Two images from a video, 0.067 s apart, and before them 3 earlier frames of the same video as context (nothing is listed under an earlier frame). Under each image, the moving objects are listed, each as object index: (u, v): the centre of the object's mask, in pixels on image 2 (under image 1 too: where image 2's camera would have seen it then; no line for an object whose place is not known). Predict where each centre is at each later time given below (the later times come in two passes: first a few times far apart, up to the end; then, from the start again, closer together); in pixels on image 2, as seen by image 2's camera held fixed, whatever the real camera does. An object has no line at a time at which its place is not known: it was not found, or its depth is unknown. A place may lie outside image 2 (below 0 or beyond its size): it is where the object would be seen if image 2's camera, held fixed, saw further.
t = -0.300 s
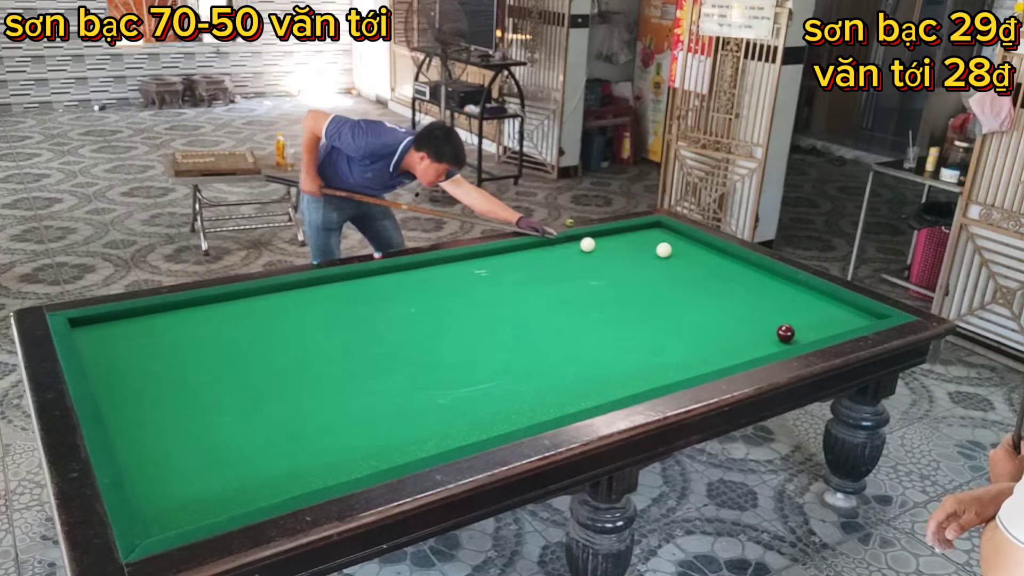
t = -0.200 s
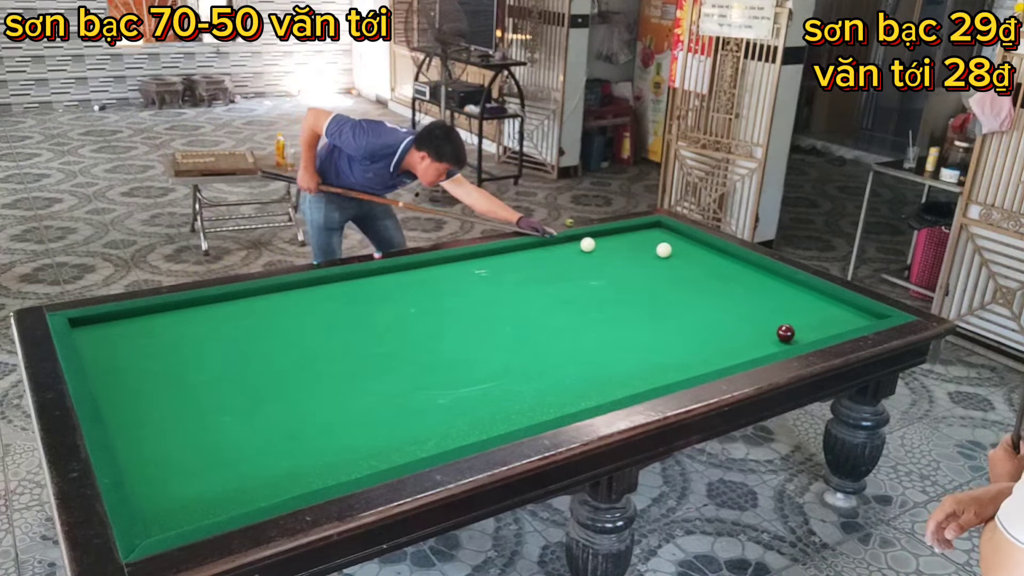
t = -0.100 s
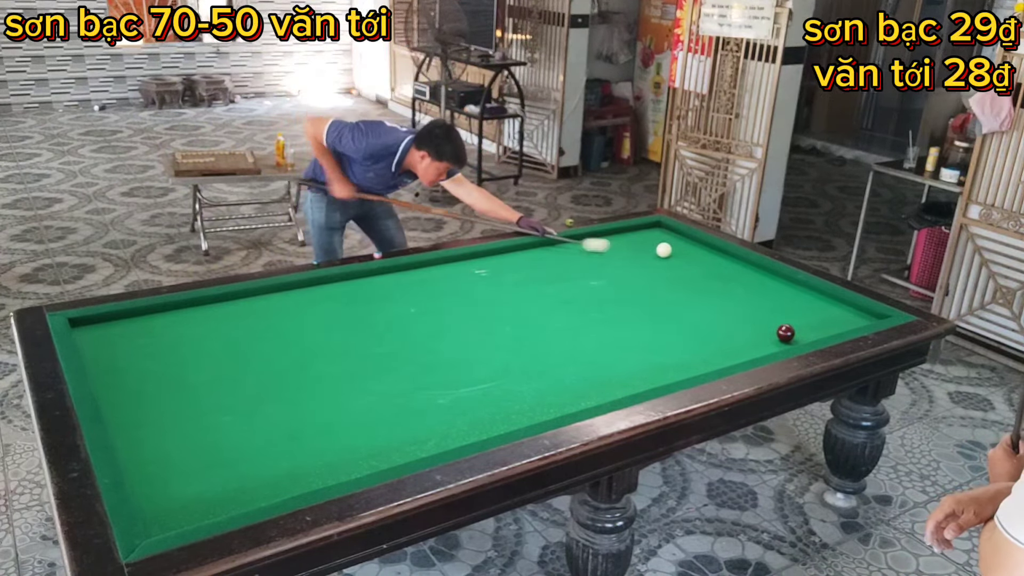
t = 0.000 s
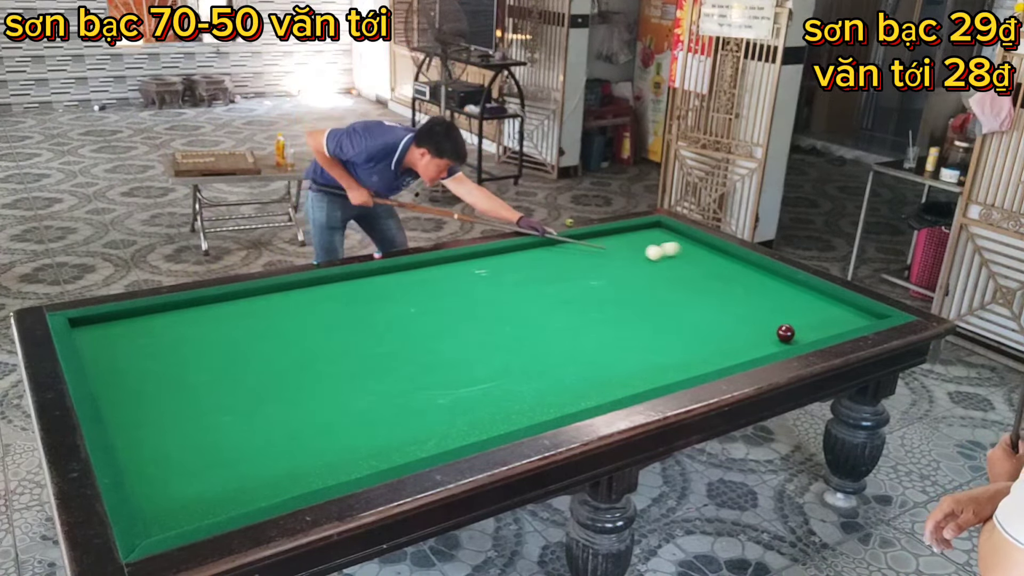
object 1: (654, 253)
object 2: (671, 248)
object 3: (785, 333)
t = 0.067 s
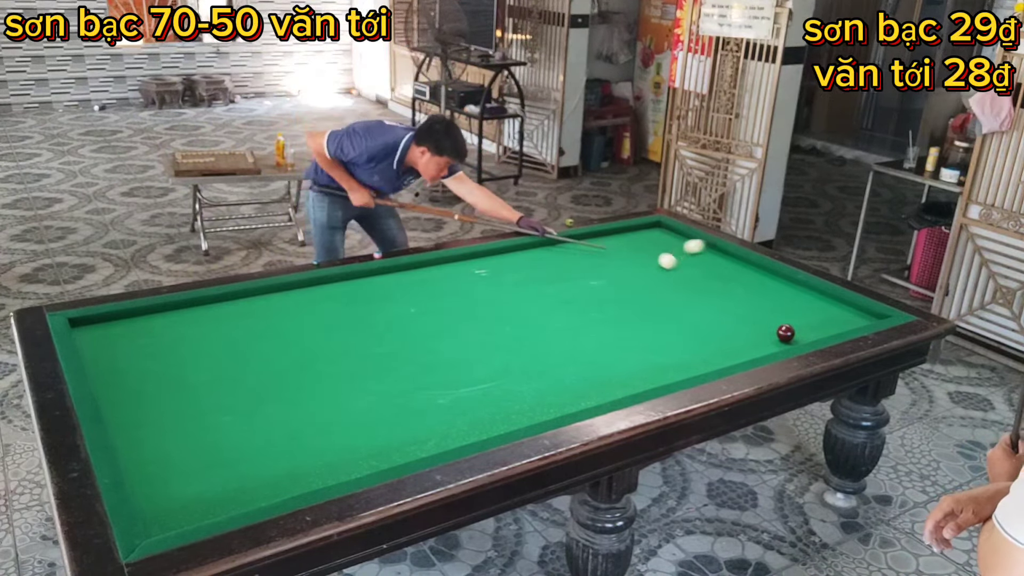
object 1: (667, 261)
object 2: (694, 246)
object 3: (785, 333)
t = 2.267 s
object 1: (543, 261)
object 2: (296, 337)
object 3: (746, 353)
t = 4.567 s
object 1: (549, 294)
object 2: (312, 341)
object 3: (713, 364)
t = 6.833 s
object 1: (584, 328)
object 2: (495, 307)
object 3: (711, 365)
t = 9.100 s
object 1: (595, 339)
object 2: (589, 288)
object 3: (711, 365)
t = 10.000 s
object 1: (595, 339)
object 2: (606, 284)
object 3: (711, 365)
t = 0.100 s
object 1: (674, 265)
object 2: (705, 245)
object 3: (786, 333)
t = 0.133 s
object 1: (681, 269)
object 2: (703, 246)
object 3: (785, 333)
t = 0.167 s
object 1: (688, 273)
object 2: (697, 247)
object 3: (785, 333)
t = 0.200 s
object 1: (696, 277)
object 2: (691, 248)
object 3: (785, 333)
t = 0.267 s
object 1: (711, 285)
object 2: (680, 251)
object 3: (786, 333)
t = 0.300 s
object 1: (719, 289)
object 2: (674, 252)
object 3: (786, 333)
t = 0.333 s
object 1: (728, 293)
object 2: (669, 253)
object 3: (785, 333)
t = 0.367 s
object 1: (736, 297)
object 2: (664, 255)
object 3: (786, 333)
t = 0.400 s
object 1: (745, 302)
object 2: (659, 256)
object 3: (785, 333)
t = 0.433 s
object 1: (753, 306)
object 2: (654, 257)
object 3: (786, 333)
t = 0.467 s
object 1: (762, 311)
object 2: (648, 258)
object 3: (785, 333)
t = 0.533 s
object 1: (780, 319)
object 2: (638, 261)
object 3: (786, 333)
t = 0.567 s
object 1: (791, 323)
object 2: (632, 262)
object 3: (786, 333)
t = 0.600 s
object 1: (802, 330)
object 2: (627, 263)
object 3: (785, 334)
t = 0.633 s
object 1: (811, 333)
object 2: (622, 264)
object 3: (784, 334)
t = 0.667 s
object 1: (813, 334)
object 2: (616, 266)
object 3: (783, 334)
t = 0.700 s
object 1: (804, 332)
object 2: (611, 267)
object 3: (782, 335)
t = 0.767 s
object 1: (787, 326)
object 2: (599, 270)
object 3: (781, 336)
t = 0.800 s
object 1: (777, 323)
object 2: (594, 271)
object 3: (780, 336)
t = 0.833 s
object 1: (770, 322)
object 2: (588, 272)
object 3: (779, 337)
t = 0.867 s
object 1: (764, 321)
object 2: (582, 273)
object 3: (778, 337)
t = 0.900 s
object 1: (757, 319)
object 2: (577, 275)
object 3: (777, 338)
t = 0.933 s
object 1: (751, 318)
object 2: (571, 276)
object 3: (776, 338)
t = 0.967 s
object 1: (745, 316)
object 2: (565, 277)
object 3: (776, 339)
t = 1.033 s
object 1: (733, 313)
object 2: (553, 280)
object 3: (774, 339)
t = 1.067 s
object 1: (726, 311)
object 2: (547, 281)
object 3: (773, 340)
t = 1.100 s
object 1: (720, 309)
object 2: (541, 283)
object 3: (772, 340)
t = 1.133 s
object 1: (714, 308)
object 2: (535, 284)
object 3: (772, 341)
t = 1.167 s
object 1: (708, 306)
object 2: (529, 285)
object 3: (771, 341)
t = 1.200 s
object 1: (703, 305)
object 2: (523, 287)
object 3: (770, 342)
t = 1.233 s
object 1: (697, 303)
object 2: (517, 288)
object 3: (769, 342)
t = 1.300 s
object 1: (685, 300)
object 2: (504, 291)
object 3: (768, 343)
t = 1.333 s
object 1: (680, 298)
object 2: (498, 293)
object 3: (767, 343)
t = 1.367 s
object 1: (674, 297)
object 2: (491, 294)
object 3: (766, 344)
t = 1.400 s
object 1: (669, 295)
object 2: (485, 295)
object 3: (765, 344)
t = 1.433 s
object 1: (663, 294)
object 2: (478, 297)
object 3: (764, 345)
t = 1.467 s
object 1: (658, 292)
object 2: (472, 298)
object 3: (764, 345)
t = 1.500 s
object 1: (652, 291)
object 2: (465, 300)
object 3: (763, 345)
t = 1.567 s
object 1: (642, 288)
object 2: (452, 303)
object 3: (762, 346)
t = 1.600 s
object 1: (637, 286)
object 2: (445, 304)
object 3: (761, 347)
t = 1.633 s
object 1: (632, 285)
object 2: (438, 306)
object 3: (760, 347)
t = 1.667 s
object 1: (627, 284)
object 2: (431, 307)
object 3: (759, 347)
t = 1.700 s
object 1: (622, 282)
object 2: (424, 309)
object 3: (759, 348)
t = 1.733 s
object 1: (617, 281)
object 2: (417, 310)
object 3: (758, 348)
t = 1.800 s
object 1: (607, 278)
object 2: (403, 313)
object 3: (757, 348)
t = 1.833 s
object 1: (602, 277)
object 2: (396, 315)
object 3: (756, 349)
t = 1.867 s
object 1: (597, 276)
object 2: (388, 317)
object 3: (755, 349)
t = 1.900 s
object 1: (592, 274)
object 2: (381, 318)
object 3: (754, 349)
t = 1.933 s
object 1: (587, 273)
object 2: (373, 320)
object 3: (754, 350)
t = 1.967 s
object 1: (583, 272)
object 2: (366, 322)
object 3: (753, 350)
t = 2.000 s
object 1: (578, 270)
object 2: (358, 323)
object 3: (752, 350)
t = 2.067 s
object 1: (569, 268)
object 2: (343, 327)
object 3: (751, 351)
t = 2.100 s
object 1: (565, 267)
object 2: (335, 329)
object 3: (750, 351)
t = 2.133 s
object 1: (560, 266)
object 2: (328, 330)
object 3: (749, 351)
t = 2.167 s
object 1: (556, 264)
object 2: (320, 332)
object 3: (749, 352)
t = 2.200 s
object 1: (551, 263)
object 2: (312, 334)
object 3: (748, 352)
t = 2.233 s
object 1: (547, 262)
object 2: (304, 336)
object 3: (747, 352)
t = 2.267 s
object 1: (543, 261)
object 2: (296, 337)
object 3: (746, 353)
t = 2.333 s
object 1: (534, 259)
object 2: (279, 341)
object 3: (745, 353)
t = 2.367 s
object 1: (530, 258)
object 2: (271, 343)
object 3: (744, 353)
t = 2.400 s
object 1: (526, 256)
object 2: (262, 344)
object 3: (744, 353)
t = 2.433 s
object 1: (522, 255)
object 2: (254, 346)
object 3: (743, 354)
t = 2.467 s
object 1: (518, 254)
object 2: (246, 348)
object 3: (742, 354)
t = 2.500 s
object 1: (514, 253)
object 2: (237, 350)
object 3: (742, 354)
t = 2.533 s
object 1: (510, 252)
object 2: (228, 352)
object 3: (741, 355)
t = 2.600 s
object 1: (507, 252)
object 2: (211, 356)
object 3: (740, 355)
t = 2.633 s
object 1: (508, 253)
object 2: (202, 358)
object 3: (739, 355)
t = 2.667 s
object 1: (508, 254)
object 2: (193, 360)
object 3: (738, 356)
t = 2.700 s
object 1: (509, 254)
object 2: (184, 362)
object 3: (738, 356)
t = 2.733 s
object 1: (510, 255)
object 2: (174, 364)
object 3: (737, 356)
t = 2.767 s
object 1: (511, 256)
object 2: (164, 366)
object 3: (736, 356)
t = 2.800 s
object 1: (512, 257)
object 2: (154, 368)
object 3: (736, 356)
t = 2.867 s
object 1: (513, 258)
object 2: (135, 372)
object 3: (735, 357)
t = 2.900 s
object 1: (514, 259)
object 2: (126, 374)
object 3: (734, 357)
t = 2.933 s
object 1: (515, 260)
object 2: (116, 376)
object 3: (734, 357)
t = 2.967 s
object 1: (515, 260)
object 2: (106, 378)
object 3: (733, 358)
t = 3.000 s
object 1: (516, 261)
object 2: (101, 379)
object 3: (732, 358)
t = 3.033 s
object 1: (517, 262)
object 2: (108, 379)
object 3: (732, 358)
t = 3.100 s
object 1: (518, 263)
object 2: (120, 376)
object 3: (731, 358)
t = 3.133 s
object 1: (519, 264)
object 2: (125, 375)
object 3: (730, 359)
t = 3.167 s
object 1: (520, 265)
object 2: (130, 374)
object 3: (730, 359)
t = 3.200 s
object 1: (521, 266)
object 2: (135, 374)
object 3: (729, 359)
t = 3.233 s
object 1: (521, 266)
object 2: (141, 372)
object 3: (729, 359)
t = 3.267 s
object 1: (522, 267)
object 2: (146, 372)
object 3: (728, 359)
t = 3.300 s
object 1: (523, 268)
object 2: (151, 371)
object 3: (727, 359)
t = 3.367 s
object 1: (524, 269)
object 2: (161, 369)
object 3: (726, 360)
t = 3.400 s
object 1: (525, 270)
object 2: (166, 368)
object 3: (726, 360)
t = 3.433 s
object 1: (526, 271)
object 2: (171, 367)
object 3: (725, 360)
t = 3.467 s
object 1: (526, 271)
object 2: (176, 366)
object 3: (725, 360)
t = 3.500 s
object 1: (527, 272)
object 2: (180, 365)
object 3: (724, 360)
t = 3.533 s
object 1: (528, 273)
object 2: (184, 364)
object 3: (724, 360)
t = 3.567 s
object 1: (528, 274)
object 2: (189, 364)
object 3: (724, 361)
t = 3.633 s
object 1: (530, 275)
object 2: (199, 362)
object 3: (723, 361)
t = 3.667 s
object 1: (531, 276)
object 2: (204, 361)
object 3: (722, 361)
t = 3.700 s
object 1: (532, 277)
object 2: (208, 360)
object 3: (722, 361)
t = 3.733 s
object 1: (532, 277)
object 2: (212, 360)
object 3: (721, 361)
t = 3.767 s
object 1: (533, 278)
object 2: (217, 359)
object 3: (721, 362)
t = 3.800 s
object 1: (534, 279)
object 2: (221, 358)
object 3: (720, 362)
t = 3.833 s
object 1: (534, 279)
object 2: (226, 357)
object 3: (720, 362)
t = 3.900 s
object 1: (536, 281)
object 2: (234, 355)
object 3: (719, 362)
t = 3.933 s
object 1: (536, 281)
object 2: (239, 355)
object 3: (719, 362)
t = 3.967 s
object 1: (537, 282)
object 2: (243, 353)
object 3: (718, 362)
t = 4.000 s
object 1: (538, 283)
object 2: (247, 353)
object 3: (718, 363)
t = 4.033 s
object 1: (538, 284)
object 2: (251, 352)
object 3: (717, 363)
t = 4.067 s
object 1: (539, 284)
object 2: (255, 351)
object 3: (717, 363)
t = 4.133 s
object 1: (541, 285)
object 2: (263, 350)
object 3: (716, 363)
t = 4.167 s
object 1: (541, 286)
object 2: (267, 349)
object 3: (716, 363)
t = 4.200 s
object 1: (542, 287)
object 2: (271, 349)
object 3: (716, 363)
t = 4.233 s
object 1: (543, 287)
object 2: (275, 348)
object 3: (715, 363)
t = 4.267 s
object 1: (543, 288)
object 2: (279, 347)
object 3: (715, 364)
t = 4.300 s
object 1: (544, 289)
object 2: (282, 346)
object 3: (715, 364)
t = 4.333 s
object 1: (545, 289)
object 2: (286, 346)
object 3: (714, 364)
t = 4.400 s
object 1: (546, 291)
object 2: (294, 344)
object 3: (714, 364)
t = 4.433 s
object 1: (547, 291)
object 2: (298, 344)
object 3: (713, 364)
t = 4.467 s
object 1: (547, 292)
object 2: (302, 343)
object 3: (713, 364)
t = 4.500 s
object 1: (548, 293)
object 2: (305, 342)
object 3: (713, 364)
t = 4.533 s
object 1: (548, 293)
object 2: (309, 342)
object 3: (713, 364)
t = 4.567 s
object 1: (549, 294)
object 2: (312, 341)
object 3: (713, 364)
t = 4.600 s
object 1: (550, 295)
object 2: (316, 340)
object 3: (712, 364)
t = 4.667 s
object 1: (551, 296)
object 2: (323, 339)
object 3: (712, 365)
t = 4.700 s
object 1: (552, 297)
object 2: (327, 338)
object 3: (712, 365)
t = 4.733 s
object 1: (552, 297)
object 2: (330, 338)
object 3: (712, 365)
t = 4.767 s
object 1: (553, 298)
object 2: (333, 337)
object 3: (711, 365)
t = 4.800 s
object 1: (554, 299)
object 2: (337, 337)
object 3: (711, 365)
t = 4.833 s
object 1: (554, 299)
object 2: (340, 336)
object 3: (711, 365)
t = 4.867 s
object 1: (555, 300)
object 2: (344, 335)
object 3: (711, 365)
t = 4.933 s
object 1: (556, 301)
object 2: (350, 334)
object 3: (710, 365)
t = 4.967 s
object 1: (557, 302)
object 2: (353, 334)
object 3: (710, 365)
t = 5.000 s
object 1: (558, 302)
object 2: (357, 333)
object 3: (710, 365)
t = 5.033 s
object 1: (558, 303)
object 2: (360, 332)
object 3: (710, 365)
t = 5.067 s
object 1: (559, 303)
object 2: (363, 332)
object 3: (710, 365)
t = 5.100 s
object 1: (559, 304)
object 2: (366, 331)
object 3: (710, 365)
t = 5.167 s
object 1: (561, 305)
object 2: (372, 330)
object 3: (710, 365)
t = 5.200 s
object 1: (561, 306)
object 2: (375, 329)
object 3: (710, 365)
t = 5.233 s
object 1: (562, 306)
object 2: (378, 329)
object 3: (710, 365)
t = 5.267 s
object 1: (562, 307)
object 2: (381, 328)
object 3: (711, 365)
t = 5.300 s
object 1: (563, 307)
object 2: (384, 328)
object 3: (711, 365)
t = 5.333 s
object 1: (563, 308)
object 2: (387, 327)
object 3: (711, 365)
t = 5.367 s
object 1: (564, 308)
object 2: (390, 327)
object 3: (711, 365)
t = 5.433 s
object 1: (565, 310)
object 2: (396, 326)
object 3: (711, 365)
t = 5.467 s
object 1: (565, 310)
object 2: (399, 325)
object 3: (711, 365)
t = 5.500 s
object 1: (566, 311)
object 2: (402, 324)
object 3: (711, 365)
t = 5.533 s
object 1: (567, 311)
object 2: (404, 324)
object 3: (711, 365)
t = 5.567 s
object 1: (567, 312)
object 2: (407, 324)
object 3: (711, 365)
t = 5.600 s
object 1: (568, 312)
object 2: (410, 323)
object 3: (711, 365)
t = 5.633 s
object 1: (568, 313)
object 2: (413, 322)
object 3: (711, 365)
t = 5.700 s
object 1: (569, 314)
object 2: (418, 321)
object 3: (711, 365)
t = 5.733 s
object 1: (570, 314)
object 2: (421, 321)
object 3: (711, 365)
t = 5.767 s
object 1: (570, 315)
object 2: (423, 321)
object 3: (711, 365)
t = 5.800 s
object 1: (571, 315)
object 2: (426, 320)
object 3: (711, 365)
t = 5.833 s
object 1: (571, 316)
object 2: (428, 320)
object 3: (711, 365)
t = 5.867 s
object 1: (572, 316)
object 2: (431, 319)
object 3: (711, 365)
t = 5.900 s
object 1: (573, 317)
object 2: (433, 319)
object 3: (711, 365)
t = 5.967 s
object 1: (574, 317)
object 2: (439, 318)
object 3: (711, 365)
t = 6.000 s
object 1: (574, 318)
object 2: (441, 317)
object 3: (711, 365)
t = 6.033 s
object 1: (575, 318)
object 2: (443, 317)
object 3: (711, 365)
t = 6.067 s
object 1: (575, 319)
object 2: (446, 316)
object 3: (711, 365)
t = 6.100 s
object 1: (576, 319)
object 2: (448, 316)
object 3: (711, 365)
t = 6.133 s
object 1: (576, 320)
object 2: (451, 315)
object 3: (711, 365)
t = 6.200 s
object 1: (577, 321)
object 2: (455, 314)
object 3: (711, 365)
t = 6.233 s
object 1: (577, 321)
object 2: (457, 314)
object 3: (711, 365)
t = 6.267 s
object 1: (578, 322)
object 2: (460, 314)
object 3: (711, 365)
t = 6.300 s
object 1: (578, 322)
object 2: (462, 313)
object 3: (711, 365)
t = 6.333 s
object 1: (579, 322)
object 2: (464, 313)
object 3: (711, 365)
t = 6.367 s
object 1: (579, 323)
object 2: (467, 312)
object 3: (711, 365)
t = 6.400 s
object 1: (580, 323)
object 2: (469, 312)
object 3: (711, 365)
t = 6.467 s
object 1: (580, 324)
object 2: (473, 311)
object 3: (711, 365)
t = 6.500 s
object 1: (581, 324)
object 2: (475, 311)
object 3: (711, 365)
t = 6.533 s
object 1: (581, 325)
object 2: (477, 310)
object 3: (711, 365)
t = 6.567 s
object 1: (581, 325)
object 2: (479, 310)
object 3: (711, 365)
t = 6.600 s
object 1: (582, 326)
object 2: (481, 310)
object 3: (711, 365)
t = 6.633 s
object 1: (582, 326)
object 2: (483, 309)
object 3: (711, 365)
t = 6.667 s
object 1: (582, 326)
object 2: (485, 309)
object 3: (711, 365)
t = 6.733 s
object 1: (583, 327)
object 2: (489, 308)
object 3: (711, 365)
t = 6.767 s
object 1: (583, 328)
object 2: (491, 308)
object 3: (711, 365)
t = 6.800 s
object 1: (584, 328)
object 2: (493, 307)
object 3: (711, 365)
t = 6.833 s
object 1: (584, 328)
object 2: (495, 307)
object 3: (711, 365)
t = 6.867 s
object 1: (584, 329)
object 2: (497, 307)
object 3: (711, 365)
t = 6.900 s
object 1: (585, 329)
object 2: (499, 306)
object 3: (711, 365)
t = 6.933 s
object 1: (585, 329)
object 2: (501, 306)
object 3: (711, 365)
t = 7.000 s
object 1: (586, 330)
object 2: (505, 305)
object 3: (711, 365)
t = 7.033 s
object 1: (586, 330)
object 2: (506, 305)
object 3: (711, 365)
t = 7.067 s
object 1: (587, 331)
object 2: (508, 304)
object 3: (711, 365)
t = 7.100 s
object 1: (587, 331)
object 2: (510, 304)
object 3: (711, 365)
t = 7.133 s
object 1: (587, 331)
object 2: (512, 304)
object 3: (711, 365)
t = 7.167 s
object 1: (588, 331)
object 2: (514, 303)
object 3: (711, 365)
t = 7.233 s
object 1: (588, 332)
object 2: (517, 303)
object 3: (711, 365)
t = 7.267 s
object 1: (589, 332)
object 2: (519, 303)
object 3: (711, 365)
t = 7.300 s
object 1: (589, 332)
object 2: (520, 302)
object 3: (711, 365)
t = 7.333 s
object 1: (589, 333)
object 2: (522, 302)
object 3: (711, 365)
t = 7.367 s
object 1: (590, 333)
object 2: (524, 302)
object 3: (711, 365)
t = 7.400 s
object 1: (590, 333)
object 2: (526, 301)
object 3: (711, 365)
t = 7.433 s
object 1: (590, 333)
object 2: (527, 301)
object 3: (711, 365)
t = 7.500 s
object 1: (591, 334)
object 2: (530, 300)
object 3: (711, 365)
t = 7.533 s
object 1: (591, 334)
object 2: (532, 300)
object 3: (711, 365)
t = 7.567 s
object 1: (591, 335)
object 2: (534, 300)
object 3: (711, 365)
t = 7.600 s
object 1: (591, 335)
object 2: (535, 300)
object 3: (711, 365)
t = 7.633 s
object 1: (592, 335)
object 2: (537, 299)
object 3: (711, 365)
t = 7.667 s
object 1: (592, 335)
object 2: (538, 299)
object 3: (711, 365)
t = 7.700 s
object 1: (592, 335)
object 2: (540, 299)
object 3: (711, 365)
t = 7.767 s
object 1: (592, 336)
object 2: (543, 298)
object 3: (711, 365)
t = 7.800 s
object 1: (593, 336)
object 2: (544, 298)
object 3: (711, 365)
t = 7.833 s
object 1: (593, 336)
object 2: (546, 298)
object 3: (711, 365)
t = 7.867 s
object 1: (593, 336)
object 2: (547, 297)
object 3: (711, 365)
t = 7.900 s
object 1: (593, 336)
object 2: (549, 297)
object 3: (711, 365)
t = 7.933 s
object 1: (593, 336)
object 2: (550, 297)
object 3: (711, 365)
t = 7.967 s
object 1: (593, 337)
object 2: (551, 296)
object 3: (711, 365)
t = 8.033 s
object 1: (594, 337)
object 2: (554, 296)
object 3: (711, 365)
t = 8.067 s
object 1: (594, 337)
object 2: (555, 296)
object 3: (711, 365)
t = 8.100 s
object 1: (594, 337)
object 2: (557, 295)
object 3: (711, 365)
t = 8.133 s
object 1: (594, 337)
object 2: (558, 295)
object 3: (711, 365)
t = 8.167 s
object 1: (594, 337)
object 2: (559, 295)
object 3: (711, 365)
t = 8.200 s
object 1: (594, 338)
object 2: (561, 295)
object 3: (711, 365)
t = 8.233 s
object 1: (594, 338)
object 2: (562, 294)
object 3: (711, 365)
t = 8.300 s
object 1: (594, 338)
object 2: (564, 294)
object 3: (711, 365)
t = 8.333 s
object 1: (595, 338)
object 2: (565, 294)
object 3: (711, 365)
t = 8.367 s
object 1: (595, 338)
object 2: (567, 293)
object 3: (711, 365)
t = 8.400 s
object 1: (595, 338)
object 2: (568, 293)
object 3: (711, 365)
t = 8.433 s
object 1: (595, 338)
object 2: (569, 293)
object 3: (711, 365)
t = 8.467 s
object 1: (595, 338)
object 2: (570, 292)
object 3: (711, 365)
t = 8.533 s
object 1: (595, 338)
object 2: (572, 292)
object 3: (711, 365)
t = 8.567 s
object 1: (595, 338)
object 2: (573, 292)
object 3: (711, 365)
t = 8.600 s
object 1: (595, 338)
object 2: (574, 291)
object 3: (711, 365)
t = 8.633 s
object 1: (595, 338)
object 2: (575, 291)
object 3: (711, 365)
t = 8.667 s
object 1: (595, 338)
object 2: (576, 291)
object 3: (711, 365)
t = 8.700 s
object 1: (595, 338)
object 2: (577, 291)
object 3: (711, 365)
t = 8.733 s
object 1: (595, 338)
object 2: (578, 291)
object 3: (711, 365)
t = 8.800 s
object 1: (595, 339)
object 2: (580, 290)
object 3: (711, 365)
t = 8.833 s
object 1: (595, 339)
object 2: (581, 290)
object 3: (711, 365)
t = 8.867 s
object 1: (595, 339)
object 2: (582, 290)
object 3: (711, 365)
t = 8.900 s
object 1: (595, 339)
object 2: (583, 290)
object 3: (711, 365)
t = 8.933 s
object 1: (595, 339)
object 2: (584, 289)
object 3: (711, 365)
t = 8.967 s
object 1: (595, 339)
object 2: (585, 289)
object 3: (711, 365)
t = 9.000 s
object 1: (595, 339)
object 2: (586, 289)
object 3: (711, 365)
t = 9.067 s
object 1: (595, 339)
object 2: (588, 288)
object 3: (711, 365)
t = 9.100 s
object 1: (595, 339)
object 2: (589, 288)
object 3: (711, 365)
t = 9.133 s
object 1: (595, 339)
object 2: (589, 288)
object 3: (711, 365)
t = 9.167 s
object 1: (595, 339)
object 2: (590, 288)
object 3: (711, 365)
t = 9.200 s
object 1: (595, 339)
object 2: (591, 288)
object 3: (711, 365)
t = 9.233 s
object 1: (595, 339)
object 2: (592, 287)
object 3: (711, 365)
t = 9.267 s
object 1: (595, 339)
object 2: (592, 287)
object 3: (711, 365)
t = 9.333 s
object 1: (595, 339)
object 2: (594, 287)
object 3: (711, 365)
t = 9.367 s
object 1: (595, 339)
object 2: (595, 287)
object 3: (711, 365)
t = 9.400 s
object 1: (595, 339)
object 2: (595, 286)
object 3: (711, 365)
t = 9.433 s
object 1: (594, 339)
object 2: (596, 286)
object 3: (711, 365)
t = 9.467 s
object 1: (595, 339)
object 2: (597, 286)
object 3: (711, 365)
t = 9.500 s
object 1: (595, 339)
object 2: (597, 286)
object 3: (711, 365)
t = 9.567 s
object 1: (595, 339)
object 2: (598, 286)
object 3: (711, 365)
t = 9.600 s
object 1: (595, 339)
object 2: (599, 285)
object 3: (711, 365)
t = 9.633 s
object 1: (595, 339)
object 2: (600, 285)
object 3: (711, 365)
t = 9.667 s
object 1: (595, 339)
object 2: (600, 285)
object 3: (711, 365)
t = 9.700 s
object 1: (595, 339)
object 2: (601, 285)
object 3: (711, 365)
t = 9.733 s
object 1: (595, 339)
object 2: (602, 285)
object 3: (711, 365)
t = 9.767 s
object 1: (595, 339)
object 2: (602, 285)
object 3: (711, 365)
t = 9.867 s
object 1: (594, 339)
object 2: (604, 284)
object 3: (711, 365)
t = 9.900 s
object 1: (595, 339)
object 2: (604, 284)
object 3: (711, 365)
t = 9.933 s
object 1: (595, 339)
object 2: (605, 284)
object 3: (711, 365)
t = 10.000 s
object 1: (595, 339)
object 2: (606, 284)
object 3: (711, 365)
